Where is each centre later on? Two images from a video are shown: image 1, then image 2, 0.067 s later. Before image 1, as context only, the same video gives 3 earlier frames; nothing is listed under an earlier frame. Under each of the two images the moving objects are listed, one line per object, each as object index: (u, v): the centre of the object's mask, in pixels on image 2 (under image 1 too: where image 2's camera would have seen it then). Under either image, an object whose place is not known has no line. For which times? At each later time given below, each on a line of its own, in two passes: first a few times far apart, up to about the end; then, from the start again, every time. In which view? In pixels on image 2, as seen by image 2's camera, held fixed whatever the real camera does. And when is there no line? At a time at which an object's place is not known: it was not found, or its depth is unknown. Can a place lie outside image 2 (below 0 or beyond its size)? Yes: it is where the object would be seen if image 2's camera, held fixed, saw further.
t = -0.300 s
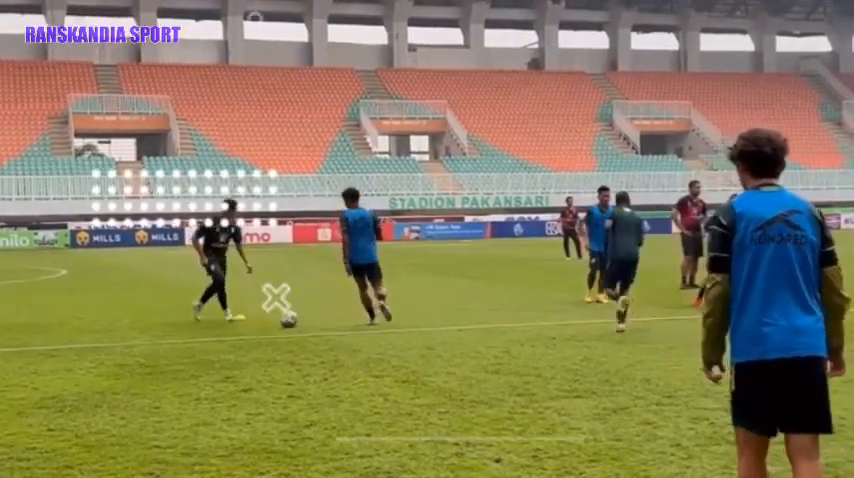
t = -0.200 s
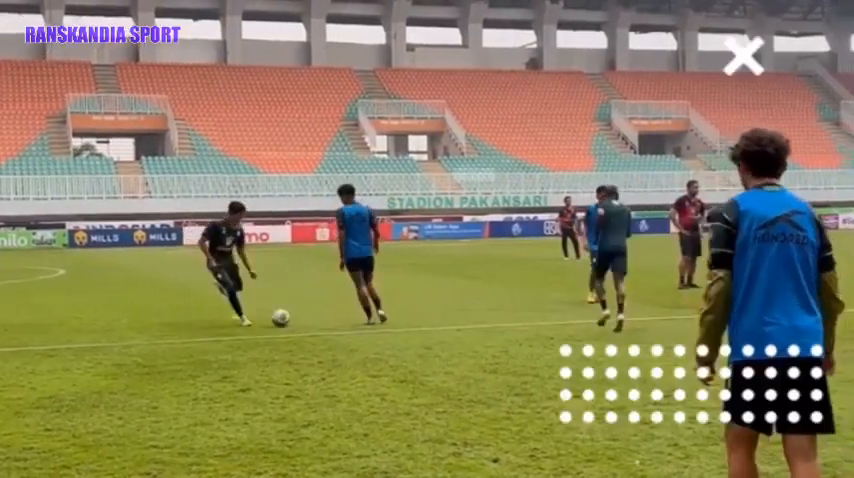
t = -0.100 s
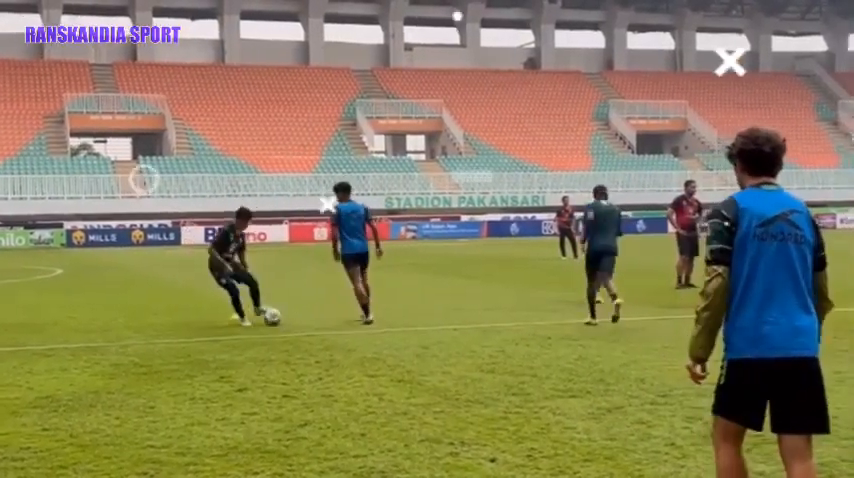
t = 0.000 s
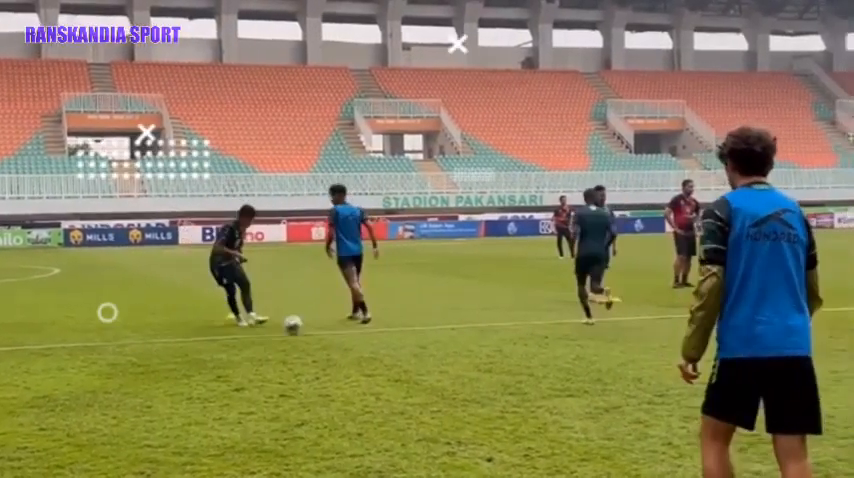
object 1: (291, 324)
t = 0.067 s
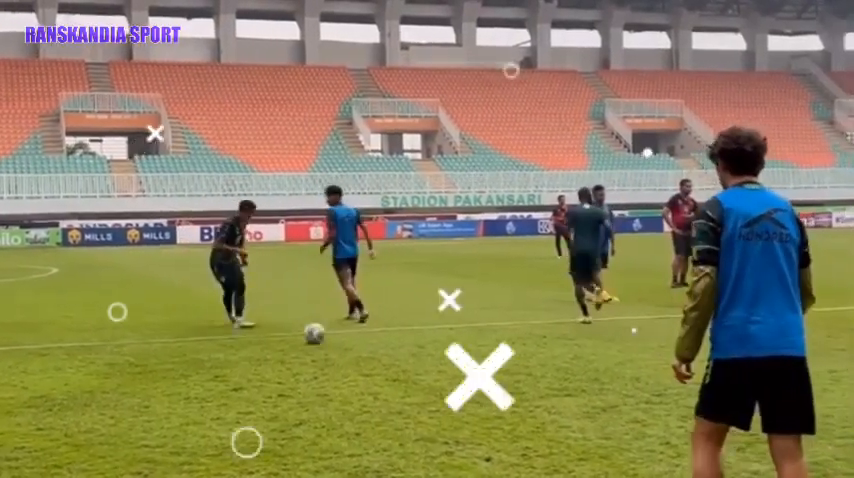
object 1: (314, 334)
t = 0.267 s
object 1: (402, 368)
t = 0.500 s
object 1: (559, 431)
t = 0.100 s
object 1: (327, 339)
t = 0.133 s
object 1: (340, 343)
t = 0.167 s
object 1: (354, 347)
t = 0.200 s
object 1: (369, 353)
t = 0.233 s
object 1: (385, 361)
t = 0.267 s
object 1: (402, 368)
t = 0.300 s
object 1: (419, 376)
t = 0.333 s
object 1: (438, 381)
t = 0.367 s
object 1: (459, 391)
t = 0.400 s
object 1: (481, 402)
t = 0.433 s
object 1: (504, 411)
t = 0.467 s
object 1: (530, 420)
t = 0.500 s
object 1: (559, 431)
